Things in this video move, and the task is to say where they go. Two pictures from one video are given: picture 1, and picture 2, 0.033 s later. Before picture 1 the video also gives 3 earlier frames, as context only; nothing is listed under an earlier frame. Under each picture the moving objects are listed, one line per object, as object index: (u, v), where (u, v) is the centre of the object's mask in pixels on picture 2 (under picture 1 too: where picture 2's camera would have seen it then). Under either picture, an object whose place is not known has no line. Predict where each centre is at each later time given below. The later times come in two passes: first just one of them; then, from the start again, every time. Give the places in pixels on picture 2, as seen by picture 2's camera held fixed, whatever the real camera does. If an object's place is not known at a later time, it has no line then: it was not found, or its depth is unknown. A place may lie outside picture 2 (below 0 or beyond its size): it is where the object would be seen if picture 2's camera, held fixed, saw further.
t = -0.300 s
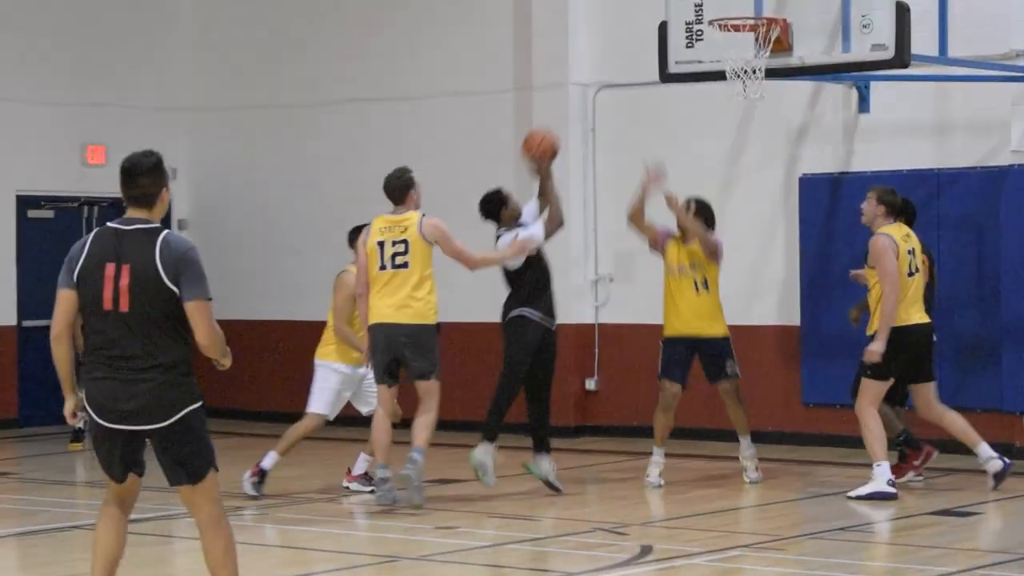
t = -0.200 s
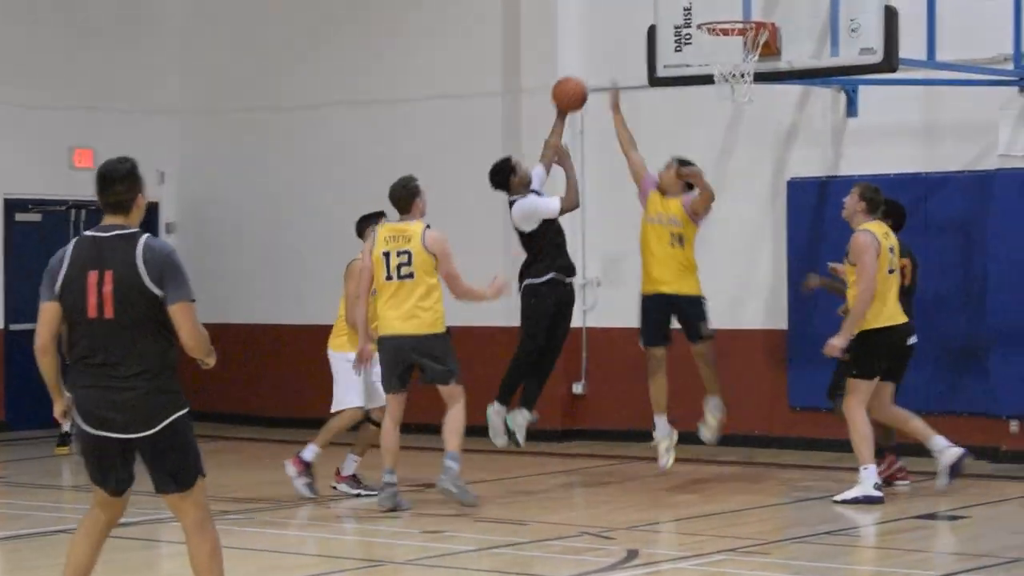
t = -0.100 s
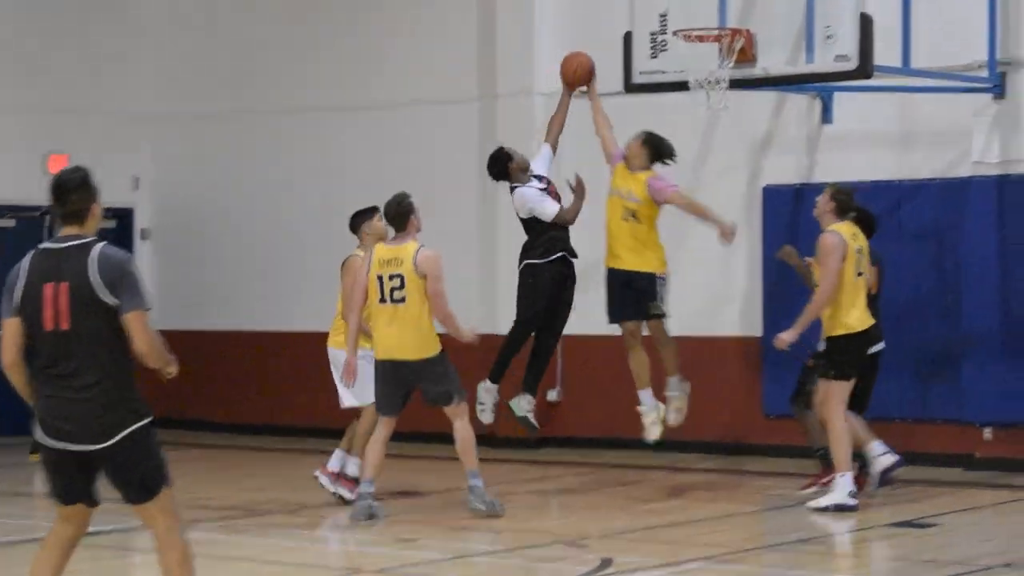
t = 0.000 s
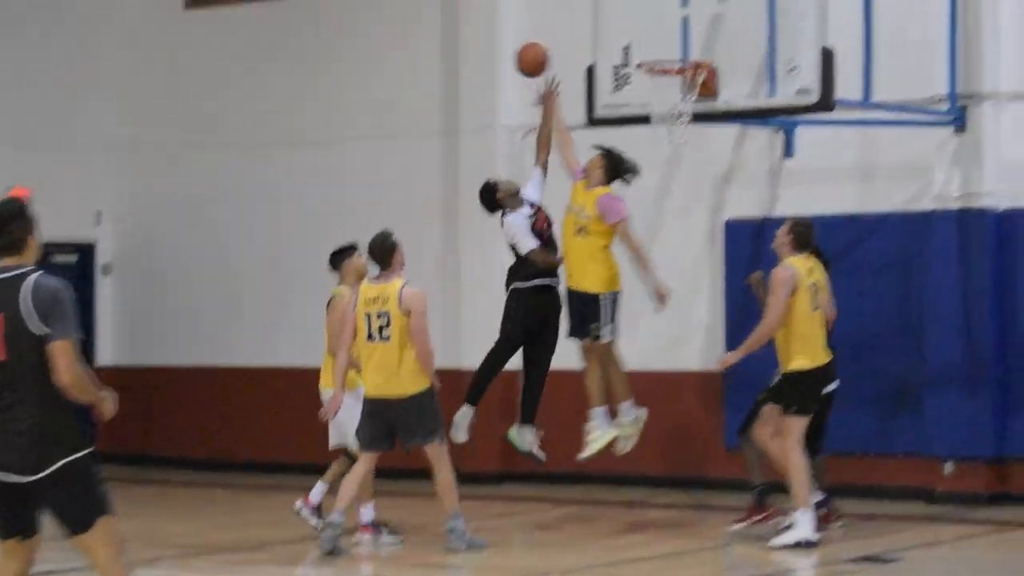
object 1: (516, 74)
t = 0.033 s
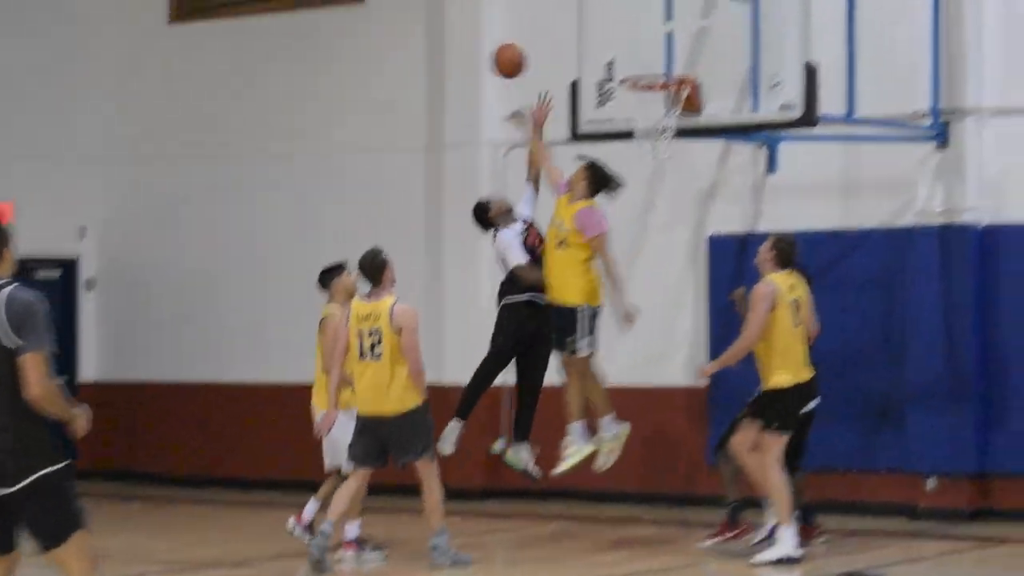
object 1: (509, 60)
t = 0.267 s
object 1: (459, 6)
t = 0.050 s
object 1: (505, 54)
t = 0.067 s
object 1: (502, 48)
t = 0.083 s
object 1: (498, 42)
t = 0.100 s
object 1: (495, 37)
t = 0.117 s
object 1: (492, 32)
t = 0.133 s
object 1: (487, 27)
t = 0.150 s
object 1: (484, 23)
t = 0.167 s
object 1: (481, 20)
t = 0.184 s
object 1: (477, 16)
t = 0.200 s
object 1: (474, 13)
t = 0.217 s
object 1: (470, 11)
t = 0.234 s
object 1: (466, 9)
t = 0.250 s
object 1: (463, 7)
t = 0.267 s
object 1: (459, 6)
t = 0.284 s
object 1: (456, 5)
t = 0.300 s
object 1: (452, 4)
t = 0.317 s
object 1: (449, 5)
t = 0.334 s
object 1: (445, 5)
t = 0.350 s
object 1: (441, 6)
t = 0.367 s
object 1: (438, 7)
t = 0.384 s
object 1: (433, 9)
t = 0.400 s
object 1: (430, 11)
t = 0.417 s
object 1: (426, 13)
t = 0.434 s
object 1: (422, 16)
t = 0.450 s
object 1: (418, 19)
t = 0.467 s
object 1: (413, 23)
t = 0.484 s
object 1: (409, 27)
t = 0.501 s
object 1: (405, 31)
